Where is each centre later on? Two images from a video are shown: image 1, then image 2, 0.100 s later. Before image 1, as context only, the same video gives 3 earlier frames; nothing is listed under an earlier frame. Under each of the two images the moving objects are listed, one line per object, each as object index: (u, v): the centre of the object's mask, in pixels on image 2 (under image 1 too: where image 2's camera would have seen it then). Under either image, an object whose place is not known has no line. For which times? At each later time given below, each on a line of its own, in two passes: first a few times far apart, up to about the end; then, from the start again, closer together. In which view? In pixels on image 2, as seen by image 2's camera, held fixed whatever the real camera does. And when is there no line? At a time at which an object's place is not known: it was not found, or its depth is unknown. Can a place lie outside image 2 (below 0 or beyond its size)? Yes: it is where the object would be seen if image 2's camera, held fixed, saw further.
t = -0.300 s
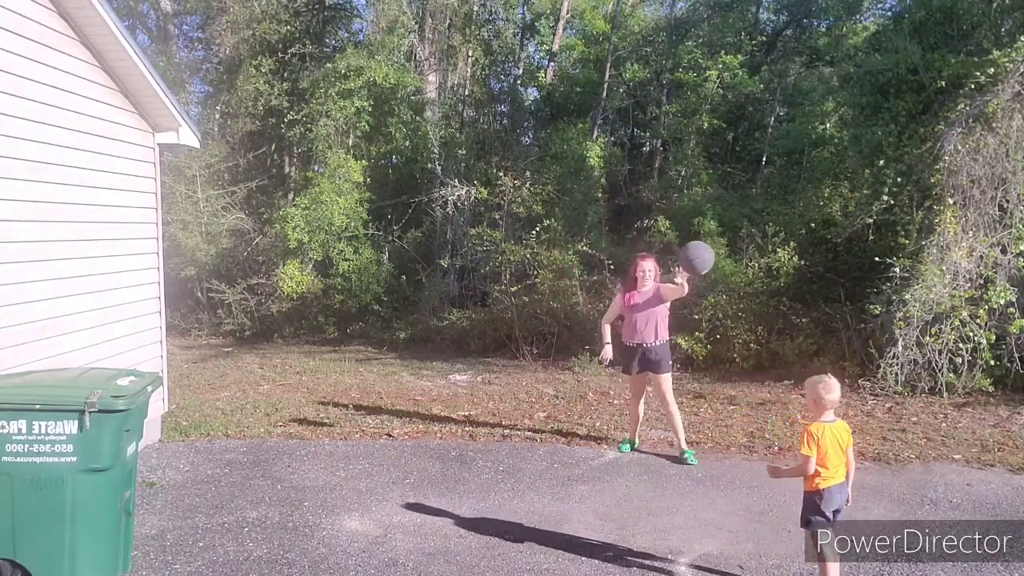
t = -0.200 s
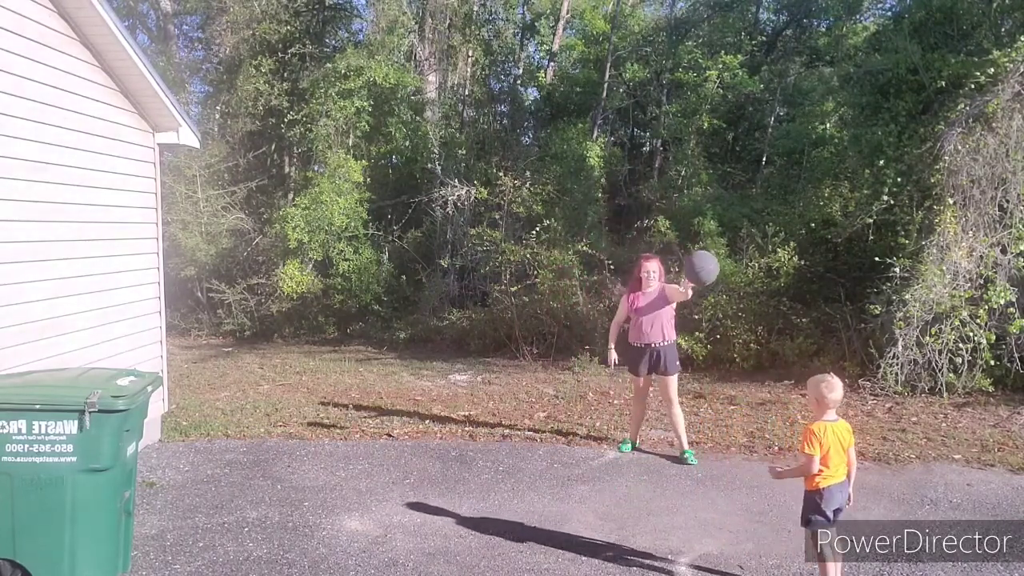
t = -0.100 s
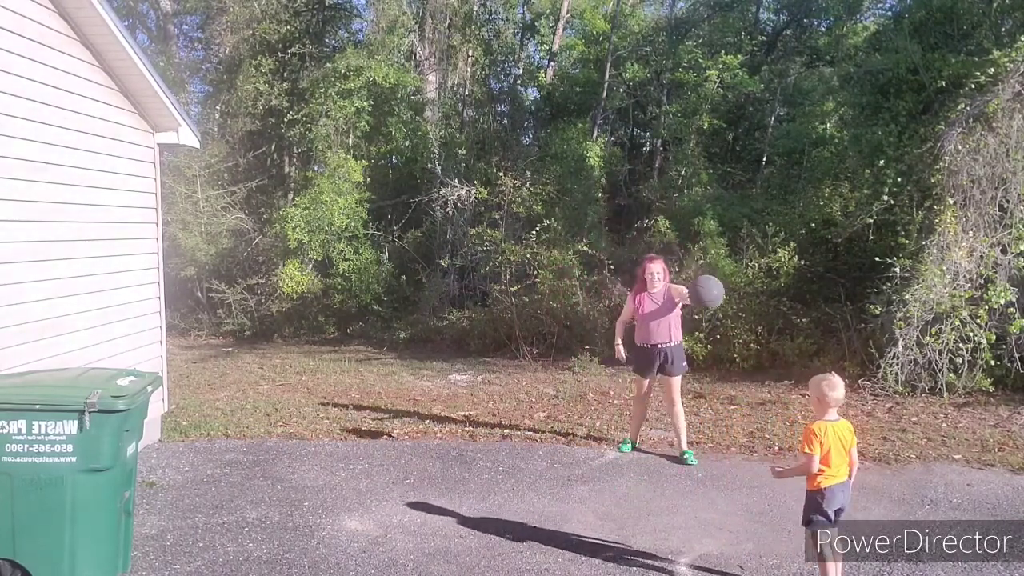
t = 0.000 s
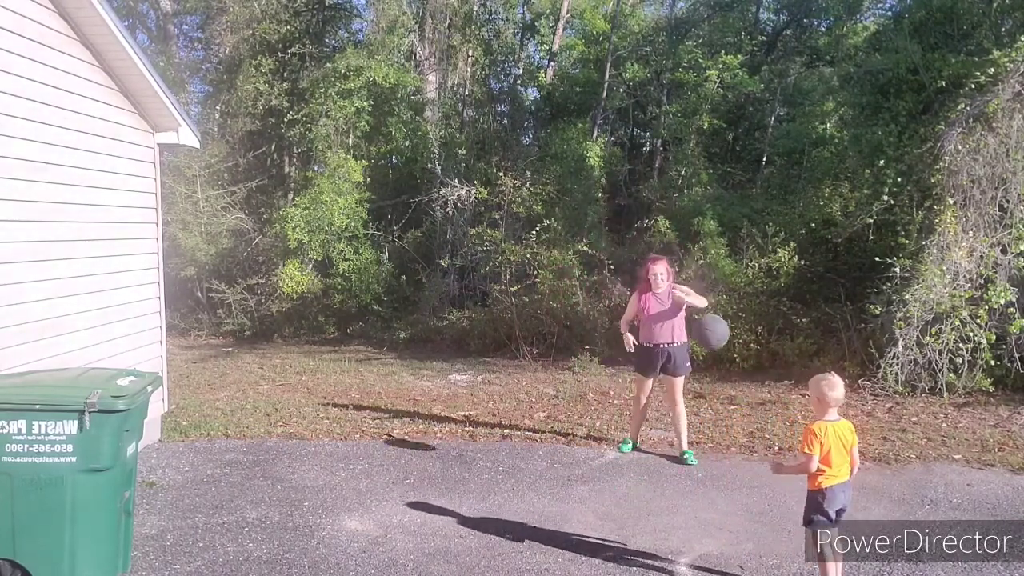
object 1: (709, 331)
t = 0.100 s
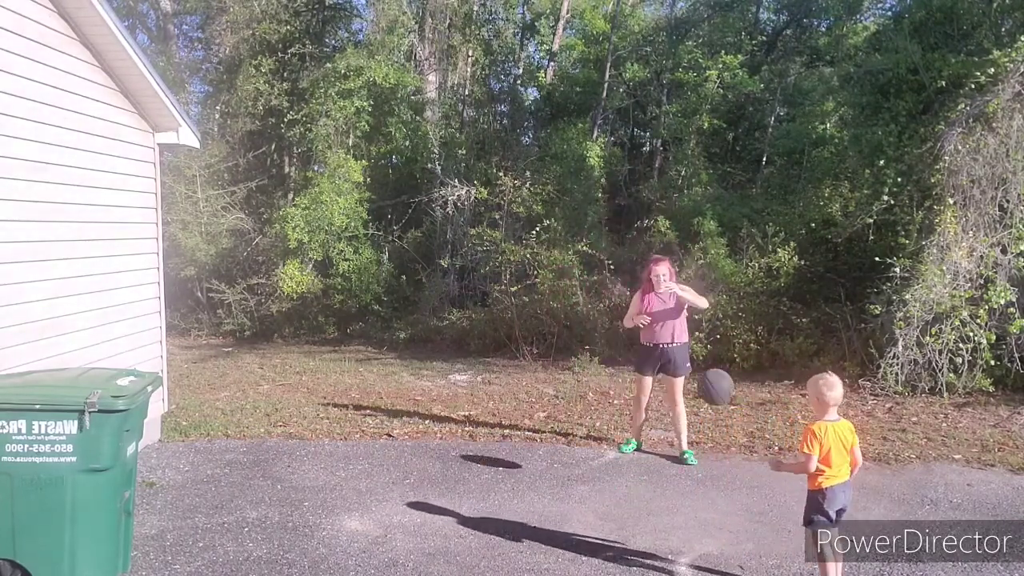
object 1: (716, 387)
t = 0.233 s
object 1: (721, 484)
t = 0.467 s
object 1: (737, 380)
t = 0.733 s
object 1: (757, 318)
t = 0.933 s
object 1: (770, 341)
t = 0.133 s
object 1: (716, 409)
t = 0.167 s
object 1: (718, 433)
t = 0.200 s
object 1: (720, 458)
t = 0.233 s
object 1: (721, 484)
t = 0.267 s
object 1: (723, 488)
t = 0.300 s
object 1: (725, 467)
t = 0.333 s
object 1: (726, 447)
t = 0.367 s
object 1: (730, 428)
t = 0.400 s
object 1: (732, 411)
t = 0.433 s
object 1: (735, 395)
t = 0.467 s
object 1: (737, 380)
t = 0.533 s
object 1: (741, 356)
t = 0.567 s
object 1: (744, 346)
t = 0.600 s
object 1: (746, 338)
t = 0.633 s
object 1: (749, 330)
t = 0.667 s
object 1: (751, 324)
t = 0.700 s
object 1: (755, 321)
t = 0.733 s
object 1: (757, 318)
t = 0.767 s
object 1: (758, 318)
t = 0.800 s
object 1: (760, 319)
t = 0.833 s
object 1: (763, 321)
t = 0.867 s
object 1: (765, 326)
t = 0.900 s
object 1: (768, 333)
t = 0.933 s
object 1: (770, 341)
